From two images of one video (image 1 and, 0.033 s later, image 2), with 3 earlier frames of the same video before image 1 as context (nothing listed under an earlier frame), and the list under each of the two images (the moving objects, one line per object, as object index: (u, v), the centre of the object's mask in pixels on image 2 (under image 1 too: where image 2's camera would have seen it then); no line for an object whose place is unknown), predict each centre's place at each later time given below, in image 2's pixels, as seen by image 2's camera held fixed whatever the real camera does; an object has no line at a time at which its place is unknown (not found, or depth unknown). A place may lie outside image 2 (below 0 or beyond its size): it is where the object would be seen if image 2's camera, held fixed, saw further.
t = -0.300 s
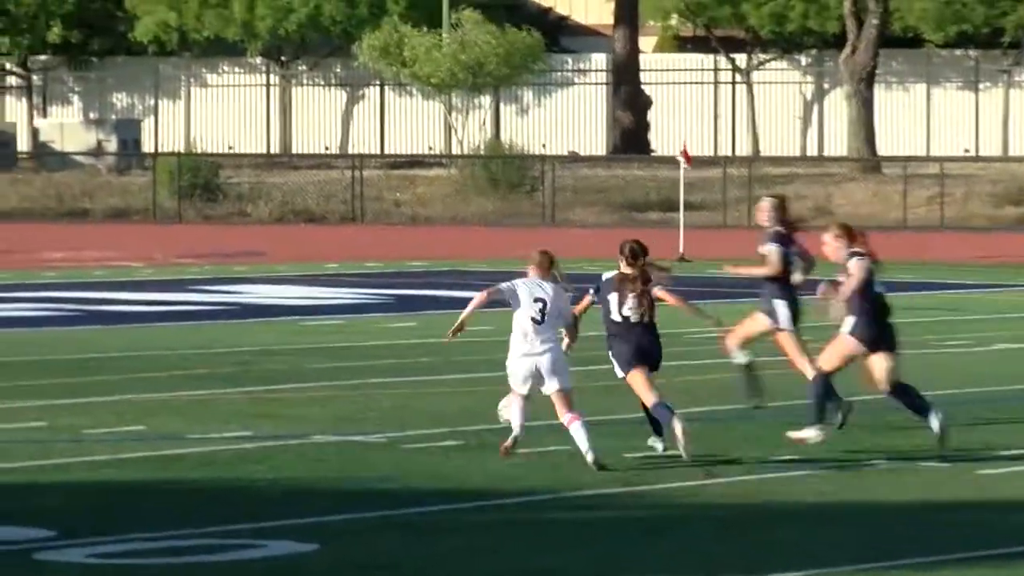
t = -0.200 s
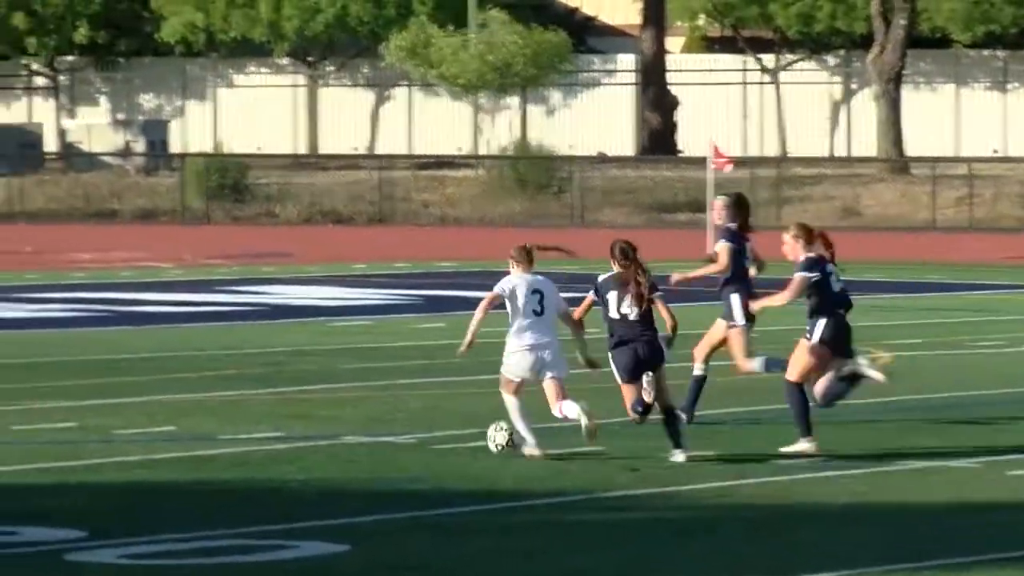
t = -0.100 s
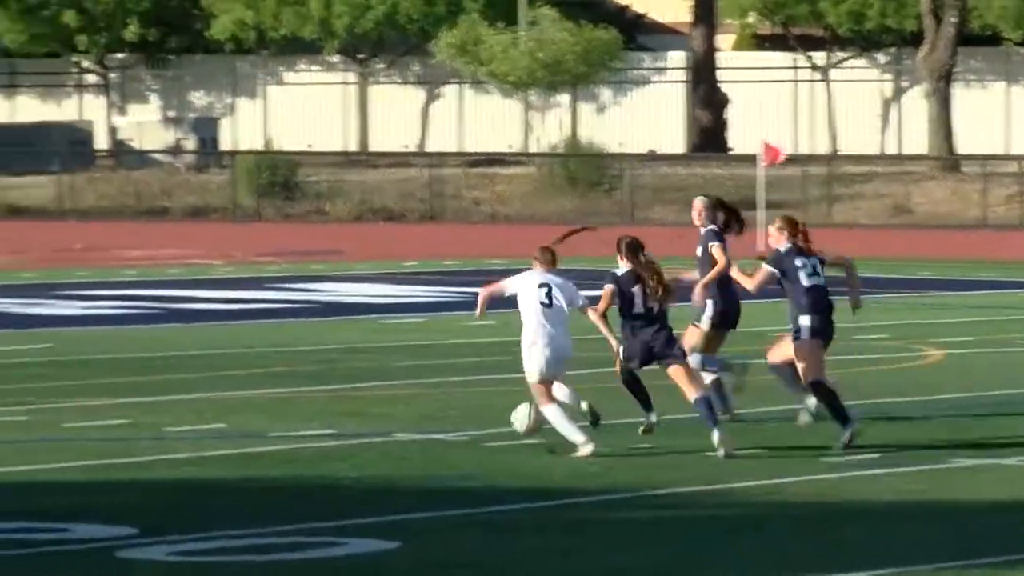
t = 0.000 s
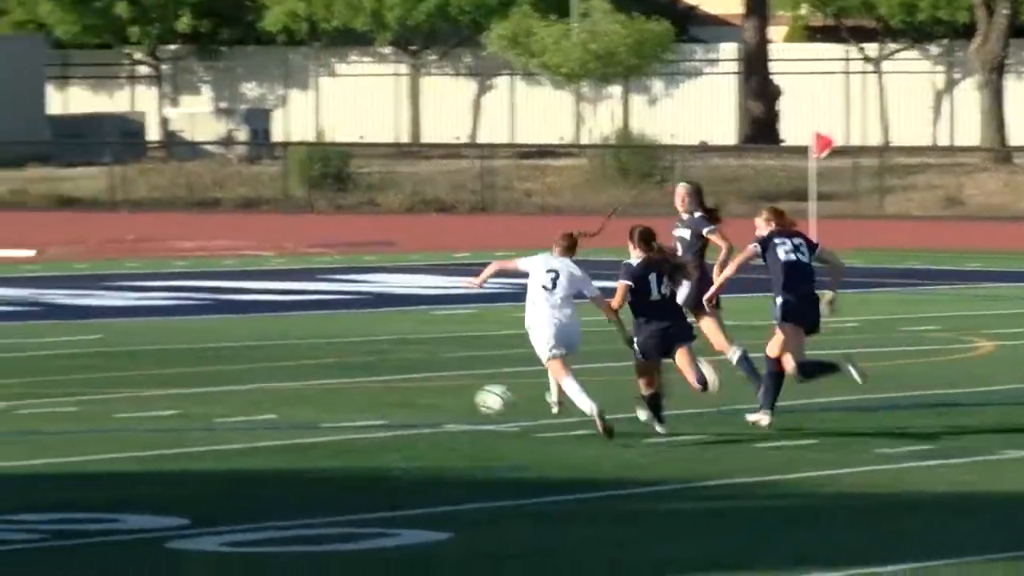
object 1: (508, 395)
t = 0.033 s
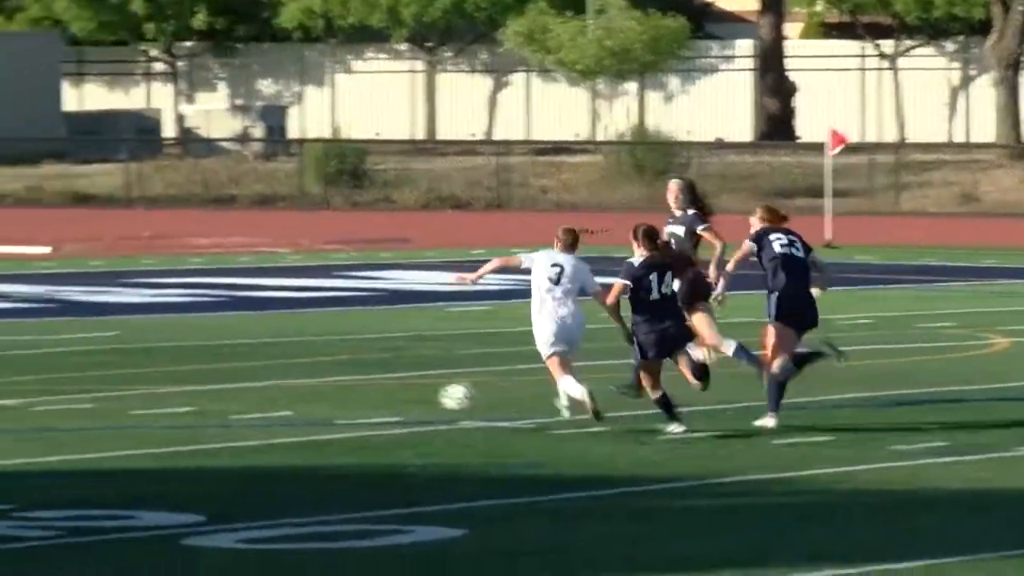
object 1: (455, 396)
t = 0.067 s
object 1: (403, 399)
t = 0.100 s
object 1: (352, 404)
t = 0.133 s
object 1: (300, 409)
